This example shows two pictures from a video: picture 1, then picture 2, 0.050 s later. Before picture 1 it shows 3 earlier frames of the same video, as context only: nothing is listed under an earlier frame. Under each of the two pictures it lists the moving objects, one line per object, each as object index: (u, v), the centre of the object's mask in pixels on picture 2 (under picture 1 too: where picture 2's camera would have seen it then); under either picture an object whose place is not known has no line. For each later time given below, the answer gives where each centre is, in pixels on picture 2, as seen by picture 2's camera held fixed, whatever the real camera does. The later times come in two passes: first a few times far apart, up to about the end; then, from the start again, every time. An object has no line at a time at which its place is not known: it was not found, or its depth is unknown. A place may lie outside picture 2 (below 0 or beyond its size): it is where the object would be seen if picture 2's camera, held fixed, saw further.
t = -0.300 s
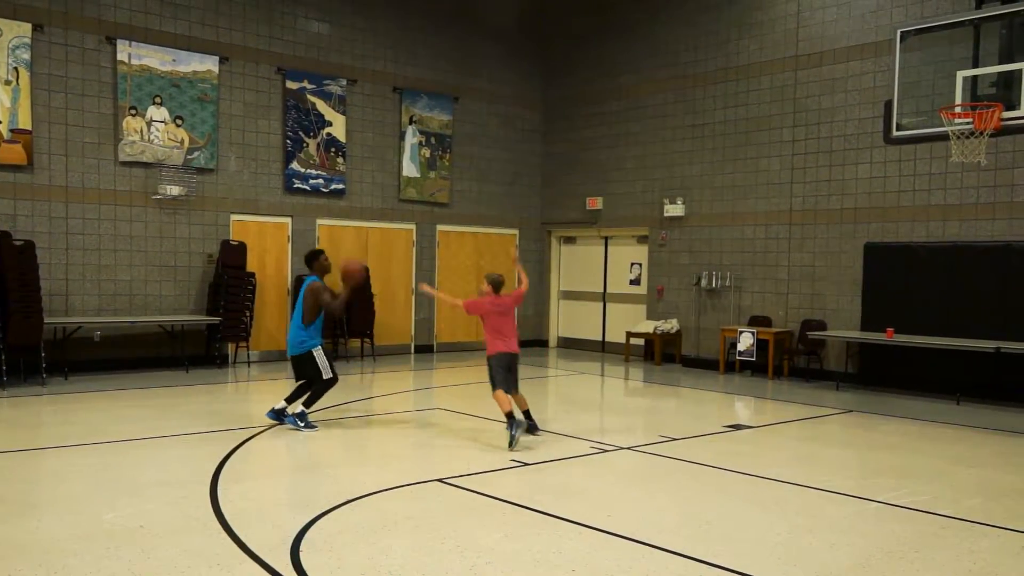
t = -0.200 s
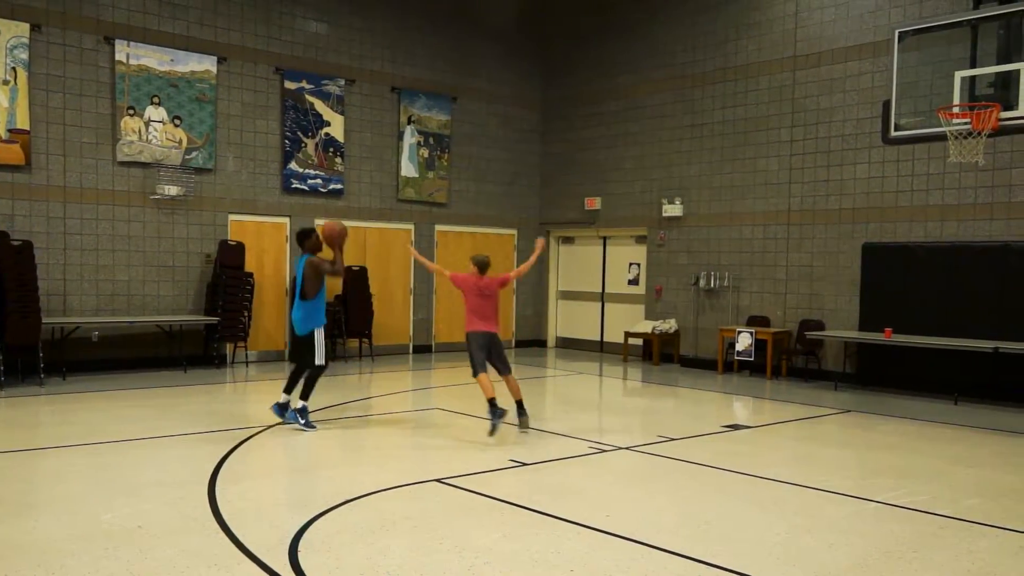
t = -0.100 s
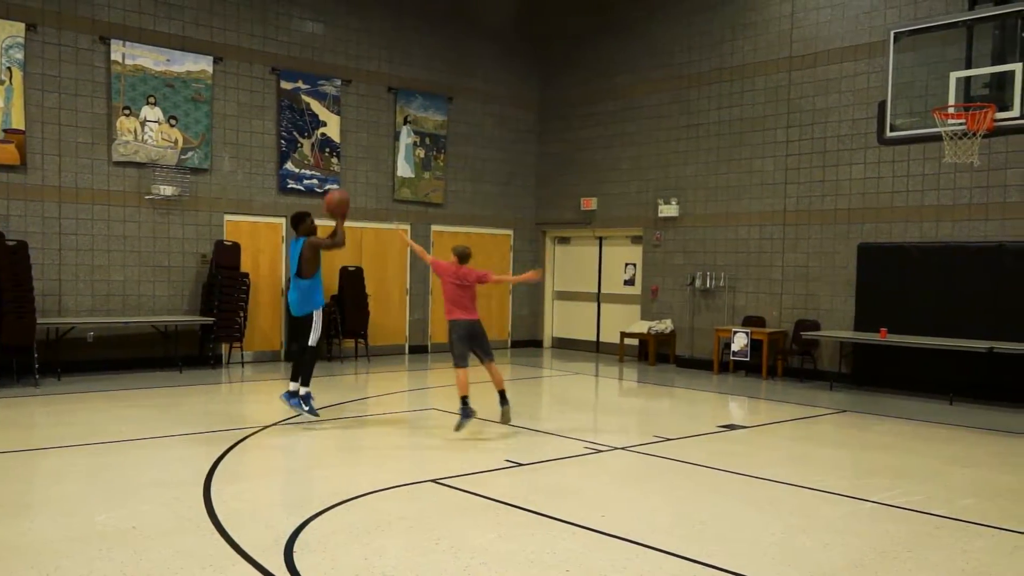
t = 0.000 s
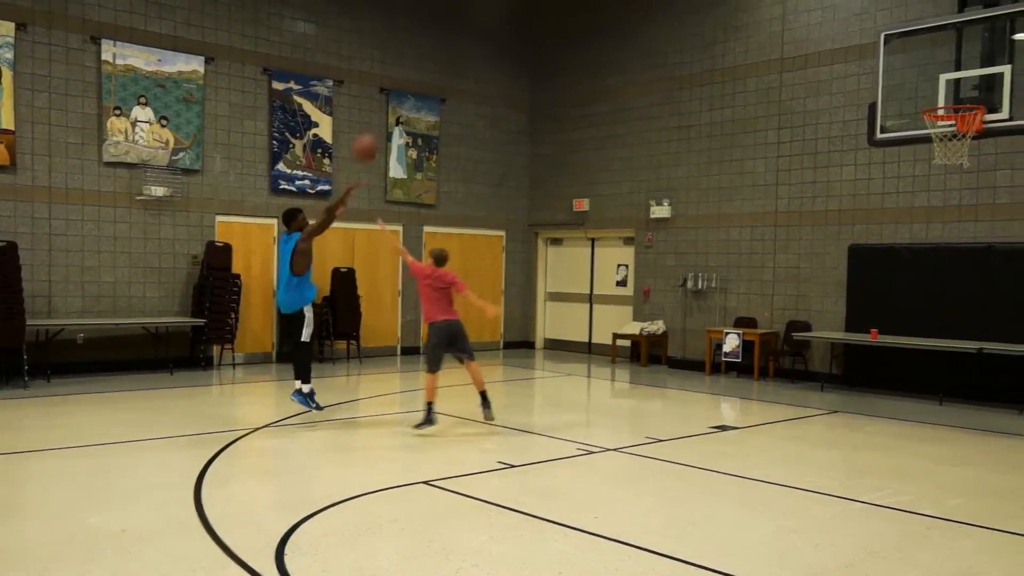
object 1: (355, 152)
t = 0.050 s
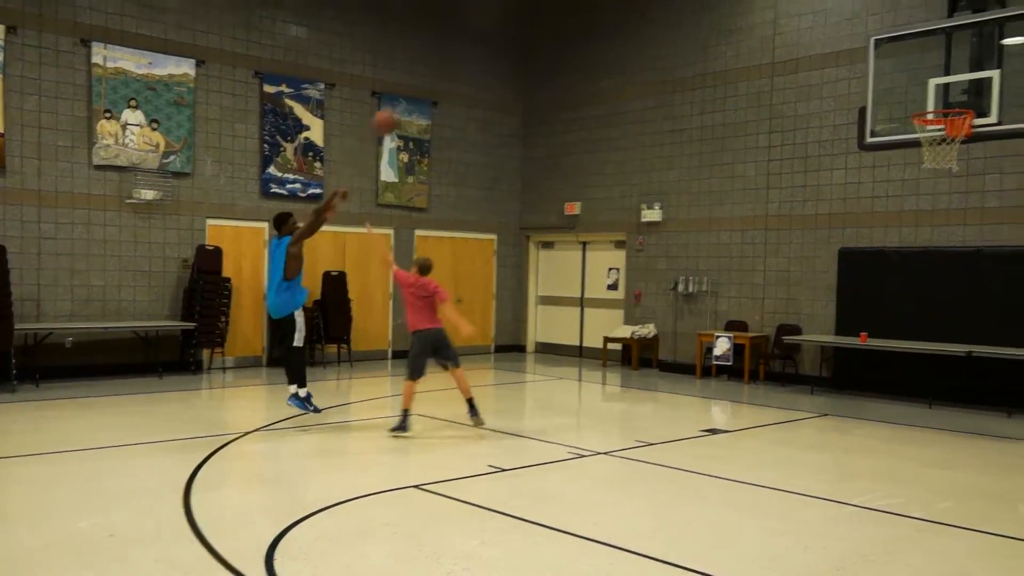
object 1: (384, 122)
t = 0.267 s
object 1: (505, 24)
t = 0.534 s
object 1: (655, -31)
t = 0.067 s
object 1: (393, 113)
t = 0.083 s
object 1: (404, 103)
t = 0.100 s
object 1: (412, 94)
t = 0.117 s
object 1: (421, 86)
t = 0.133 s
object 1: (430, 77)
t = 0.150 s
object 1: (440, 70)
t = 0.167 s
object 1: (449, 63)
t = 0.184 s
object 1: (459, 55)
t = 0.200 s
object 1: (467, 48)
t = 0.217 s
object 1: (476, 42)
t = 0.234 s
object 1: (486, 36)
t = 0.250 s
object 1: (496, 30)
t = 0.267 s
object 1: (505, 24)
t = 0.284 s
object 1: (514, 19)
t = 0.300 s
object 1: (524, 14)
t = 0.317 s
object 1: (534, 9)
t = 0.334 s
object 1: (542, 4)
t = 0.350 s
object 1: (553, 0)
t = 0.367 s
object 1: (562, -5)
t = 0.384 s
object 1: (571, -9)
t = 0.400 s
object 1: (580, -12)
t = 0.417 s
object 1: (590, -15)
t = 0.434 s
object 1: (599, -19)
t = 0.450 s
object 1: (609, -21)
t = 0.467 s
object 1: (617, -24)
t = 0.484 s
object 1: (626, -26)
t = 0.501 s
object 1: (636, -28)
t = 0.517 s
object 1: (645, -30)
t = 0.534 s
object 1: (655, -31)
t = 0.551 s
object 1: (665, -32)
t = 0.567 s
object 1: (673, -32)
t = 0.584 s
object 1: (683, -33)
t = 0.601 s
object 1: (692, -33)
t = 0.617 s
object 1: (701, -32)
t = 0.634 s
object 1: (710, -32)
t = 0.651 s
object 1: (718, -31)
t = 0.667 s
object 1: (727, -29)
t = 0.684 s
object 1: (735, -28)
